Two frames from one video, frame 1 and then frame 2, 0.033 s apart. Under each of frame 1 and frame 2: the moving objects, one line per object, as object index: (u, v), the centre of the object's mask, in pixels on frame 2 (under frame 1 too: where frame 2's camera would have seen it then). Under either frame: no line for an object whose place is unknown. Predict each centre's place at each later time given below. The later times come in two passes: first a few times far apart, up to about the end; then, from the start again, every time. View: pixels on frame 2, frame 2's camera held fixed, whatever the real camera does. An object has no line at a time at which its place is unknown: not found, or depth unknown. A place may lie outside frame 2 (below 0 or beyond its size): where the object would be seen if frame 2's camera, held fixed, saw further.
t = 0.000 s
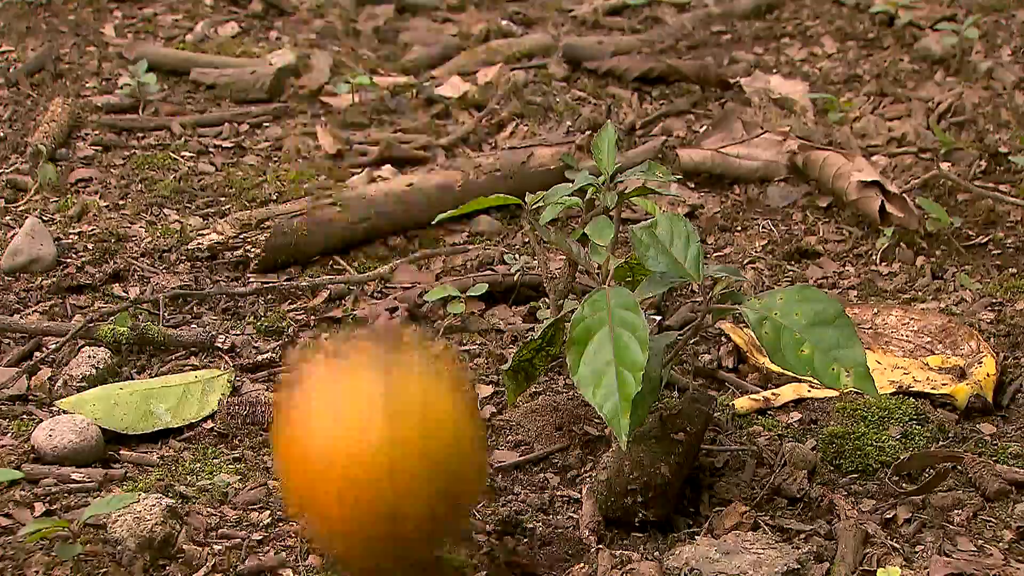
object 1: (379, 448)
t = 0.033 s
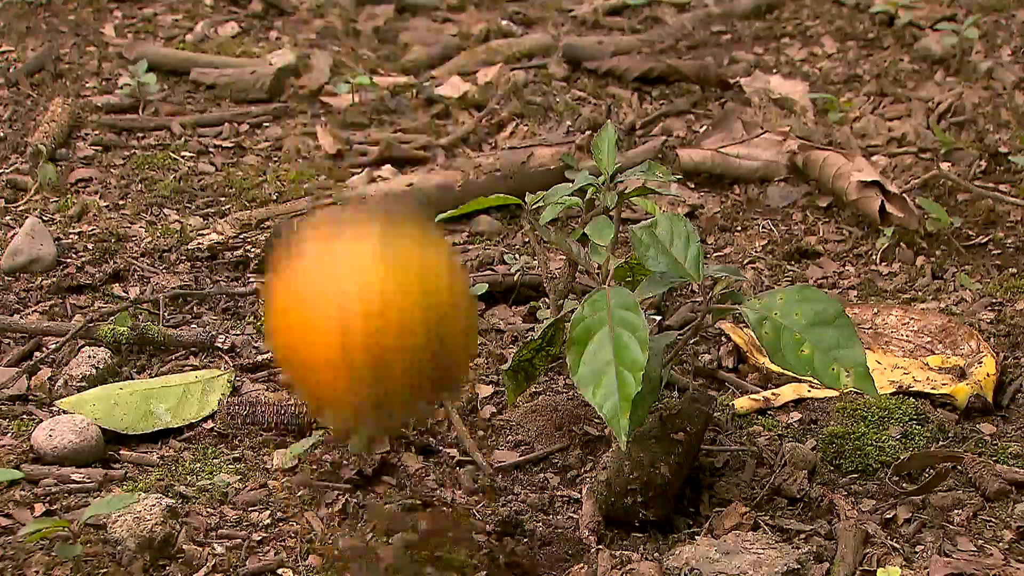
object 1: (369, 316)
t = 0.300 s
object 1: (282, 103)
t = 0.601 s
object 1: (486, 170)
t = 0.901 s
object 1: (808, 134)
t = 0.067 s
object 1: (359, 209)
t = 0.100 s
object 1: (348, 128)
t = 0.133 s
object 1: (337, 79)
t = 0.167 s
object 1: (327, 60)
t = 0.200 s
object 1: (315, 53)
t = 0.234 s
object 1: (305, 55)
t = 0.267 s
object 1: (294, 70)
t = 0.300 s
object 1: (282, 103)
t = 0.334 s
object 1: (270, 173)
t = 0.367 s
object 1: (262, 254)
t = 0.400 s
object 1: (291, 242)
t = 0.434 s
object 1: (325, 227)
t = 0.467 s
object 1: (357, 217)
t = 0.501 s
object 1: (392, 191)
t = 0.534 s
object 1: (425, 178)
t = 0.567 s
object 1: (456, 176)
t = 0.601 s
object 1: (486, 170)
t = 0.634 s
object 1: (518, 144)
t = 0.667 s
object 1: (558, 139)
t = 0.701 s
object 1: (600, 130)
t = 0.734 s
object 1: (652, 134)
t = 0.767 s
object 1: (693, 140)
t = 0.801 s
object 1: (723, 141)
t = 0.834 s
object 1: (749, 143)
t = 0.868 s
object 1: (781, 142)
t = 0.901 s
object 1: (808, 134)
